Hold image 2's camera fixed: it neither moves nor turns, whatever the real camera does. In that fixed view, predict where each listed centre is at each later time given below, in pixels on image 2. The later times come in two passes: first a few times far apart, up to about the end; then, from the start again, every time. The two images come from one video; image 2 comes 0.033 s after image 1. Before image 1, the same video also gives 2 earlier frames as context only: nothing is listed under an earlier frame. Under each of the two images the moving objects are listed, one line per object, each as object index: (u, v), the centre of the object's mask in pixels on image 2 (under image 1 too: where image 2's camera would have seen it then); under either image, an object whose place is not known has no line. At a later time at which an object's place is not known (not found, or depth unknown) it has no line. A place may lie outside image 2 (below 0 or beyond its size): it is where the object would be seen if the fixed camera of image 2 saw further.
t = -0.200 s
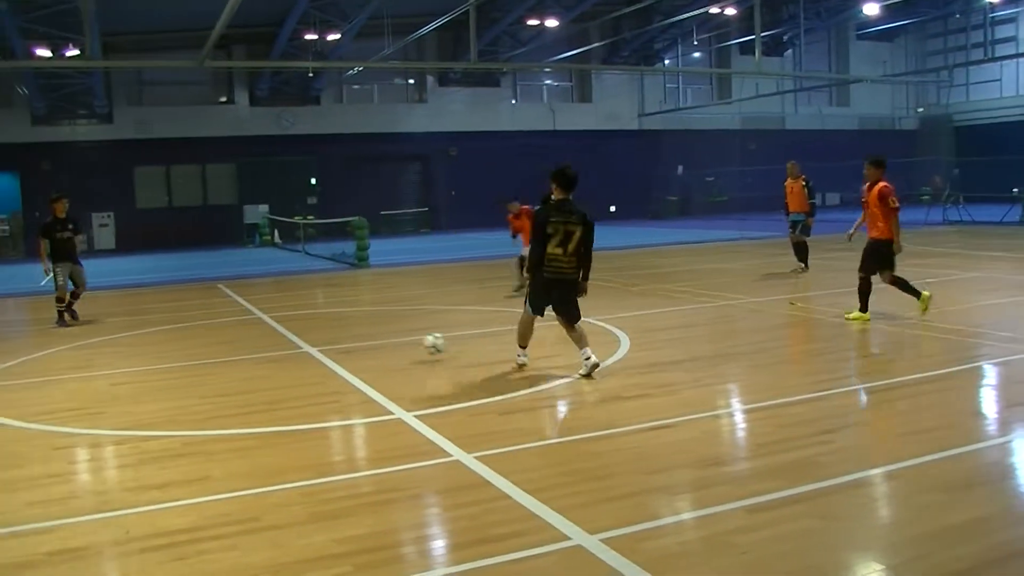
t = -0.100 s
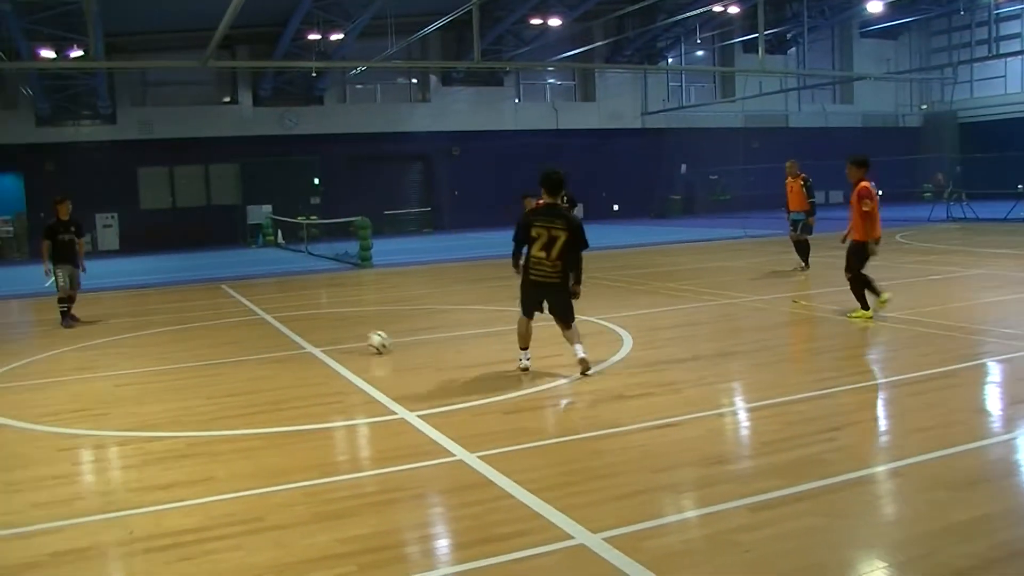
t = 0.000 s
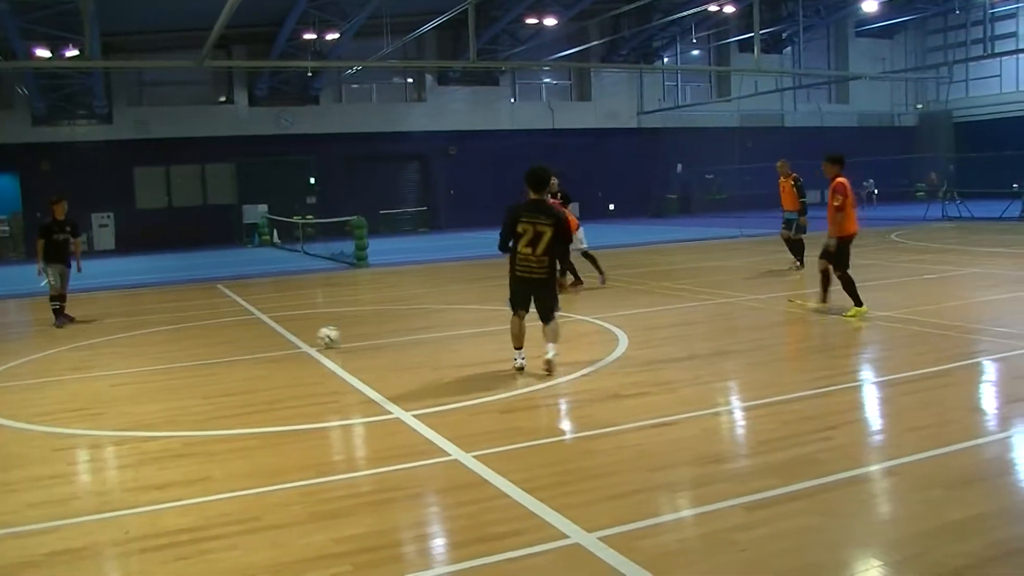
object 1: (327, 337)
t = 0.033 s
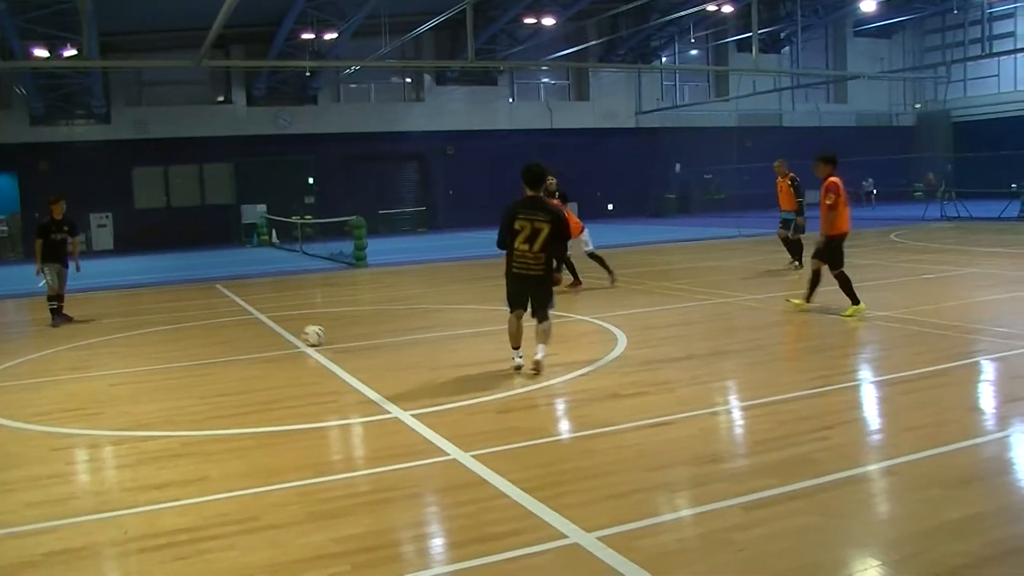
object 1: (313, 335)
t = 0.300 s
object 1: (232, 326)
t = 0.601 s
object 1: (168, 320)
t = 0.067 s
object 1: (301, 334)
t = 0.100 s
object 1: (290, 333)
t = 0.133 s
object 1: (278, 332)
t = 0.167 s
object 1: (269, 331)
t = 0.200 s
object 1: (259, 330)
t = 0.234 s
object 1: (249, 328)
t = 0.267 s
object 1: (240, 327)
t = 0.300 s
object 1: (232, 326)
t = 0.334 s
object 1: (225, 326)
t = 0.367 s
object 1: (217, 324)
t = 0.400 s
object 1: (210, 324)
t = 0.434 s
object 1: (202, 322)
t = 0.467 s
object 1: (195, 322)
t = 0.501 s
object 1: (188, 321)
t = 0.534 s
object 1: (182, 321)
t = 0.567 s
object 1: (174, 320)
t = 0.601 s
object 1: (168, 320)
